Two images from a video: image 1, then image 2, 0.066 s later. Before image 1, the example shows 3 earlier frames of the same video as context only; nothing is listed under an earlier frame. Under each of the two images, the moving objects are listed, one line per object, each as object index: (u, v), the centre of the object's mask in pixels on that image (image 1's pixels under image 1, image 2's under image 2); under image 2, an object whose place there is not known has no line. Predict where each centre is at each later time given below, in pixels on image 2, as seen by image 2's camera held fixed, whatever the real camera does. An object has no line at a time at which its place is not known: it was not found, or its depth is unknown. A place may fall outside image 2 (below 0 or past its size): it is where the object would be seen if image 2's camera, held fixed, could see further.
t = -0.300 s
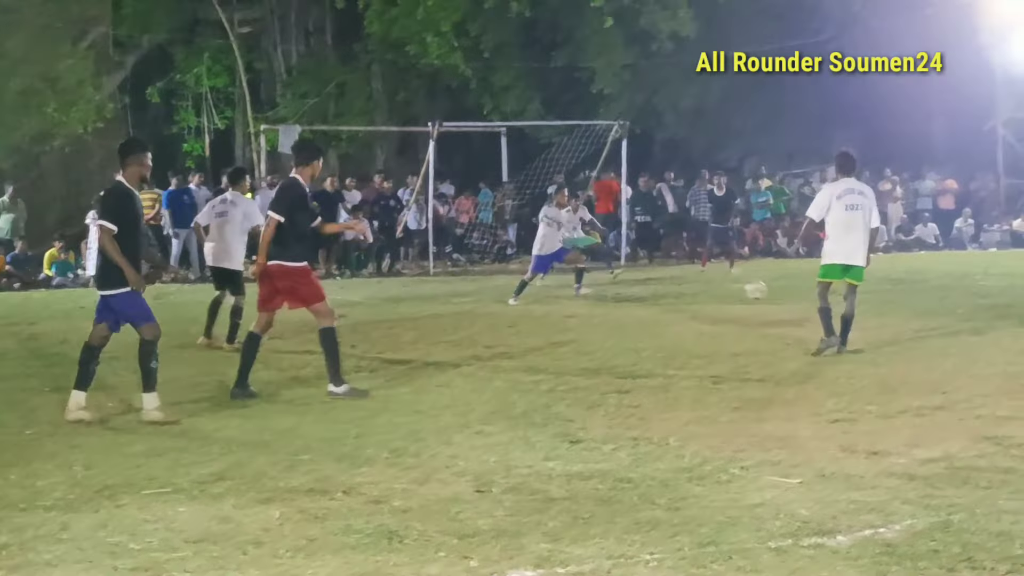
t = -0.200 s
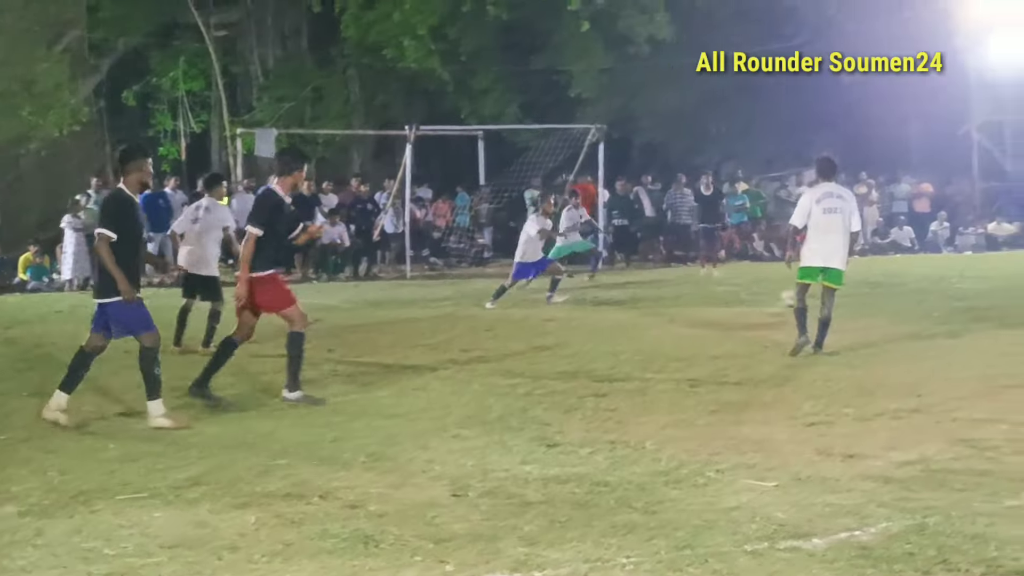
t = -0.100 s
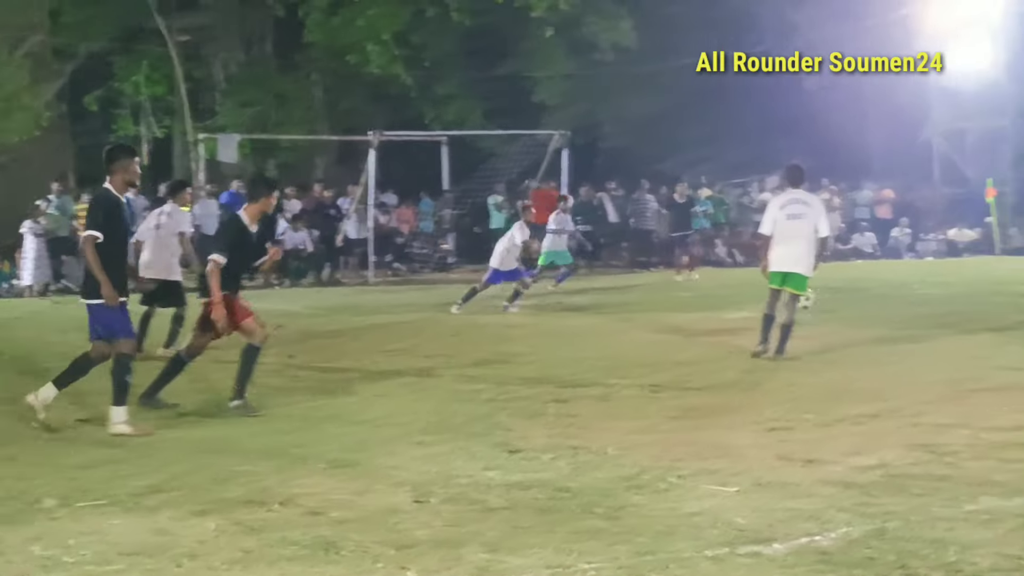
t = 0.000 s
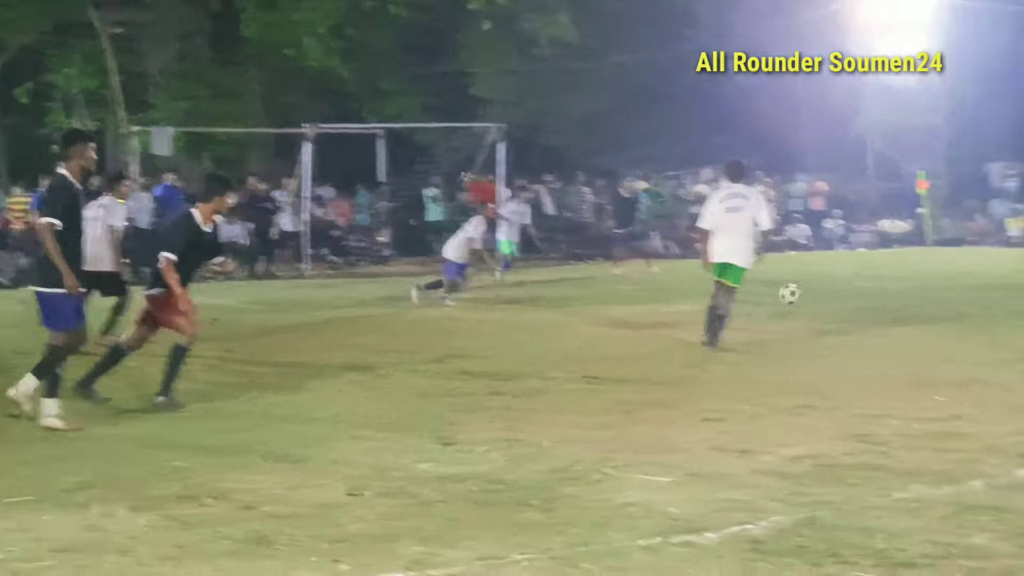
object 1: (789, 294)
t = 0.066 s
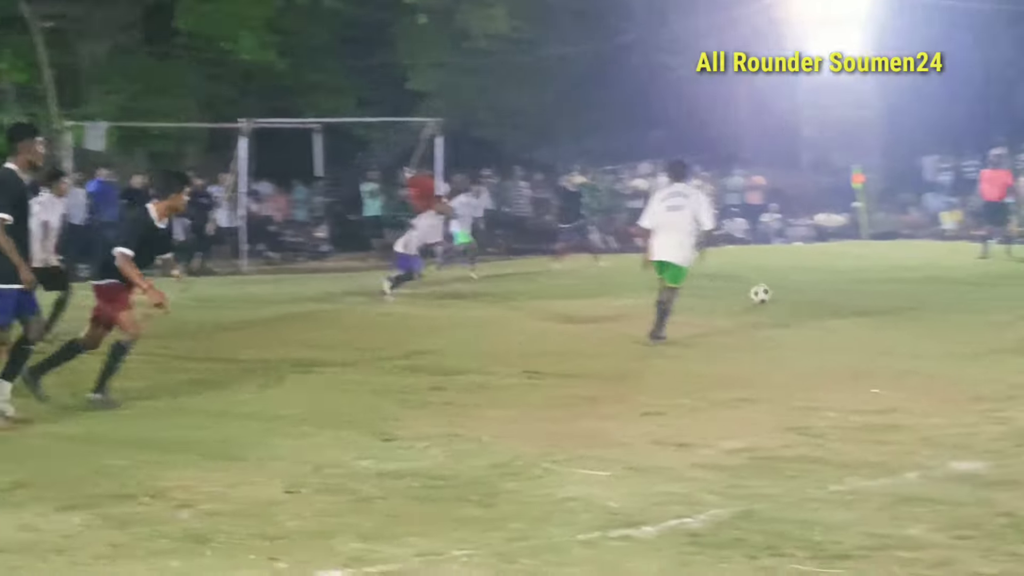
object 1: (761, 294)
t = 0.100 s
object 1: (771, 292)
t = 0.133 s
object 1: (785, 289)
